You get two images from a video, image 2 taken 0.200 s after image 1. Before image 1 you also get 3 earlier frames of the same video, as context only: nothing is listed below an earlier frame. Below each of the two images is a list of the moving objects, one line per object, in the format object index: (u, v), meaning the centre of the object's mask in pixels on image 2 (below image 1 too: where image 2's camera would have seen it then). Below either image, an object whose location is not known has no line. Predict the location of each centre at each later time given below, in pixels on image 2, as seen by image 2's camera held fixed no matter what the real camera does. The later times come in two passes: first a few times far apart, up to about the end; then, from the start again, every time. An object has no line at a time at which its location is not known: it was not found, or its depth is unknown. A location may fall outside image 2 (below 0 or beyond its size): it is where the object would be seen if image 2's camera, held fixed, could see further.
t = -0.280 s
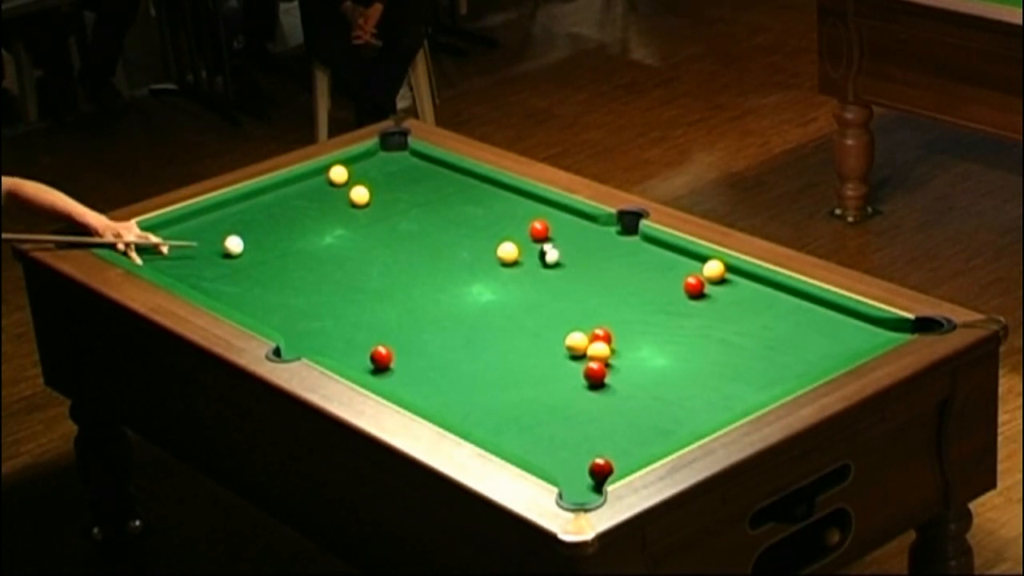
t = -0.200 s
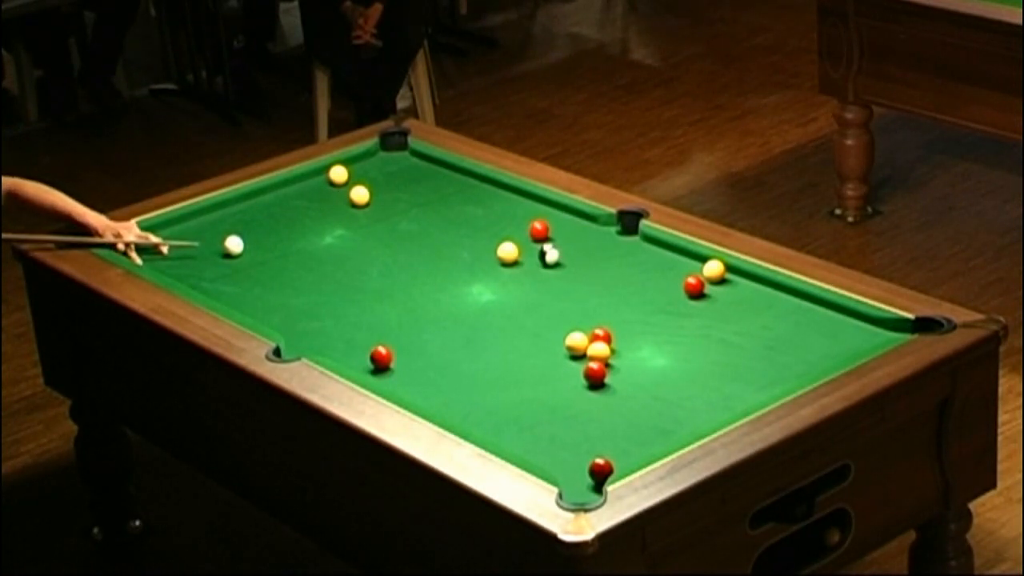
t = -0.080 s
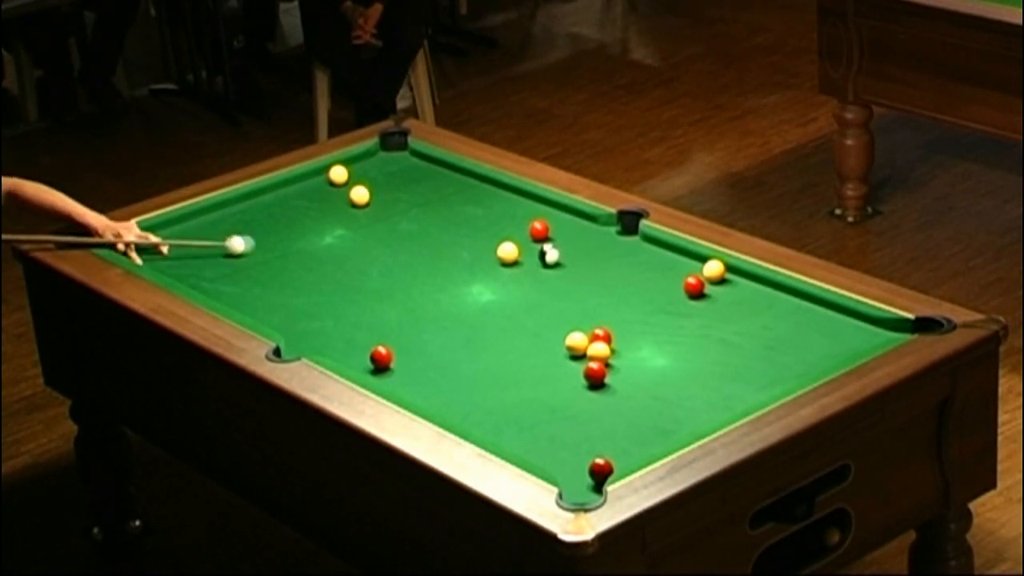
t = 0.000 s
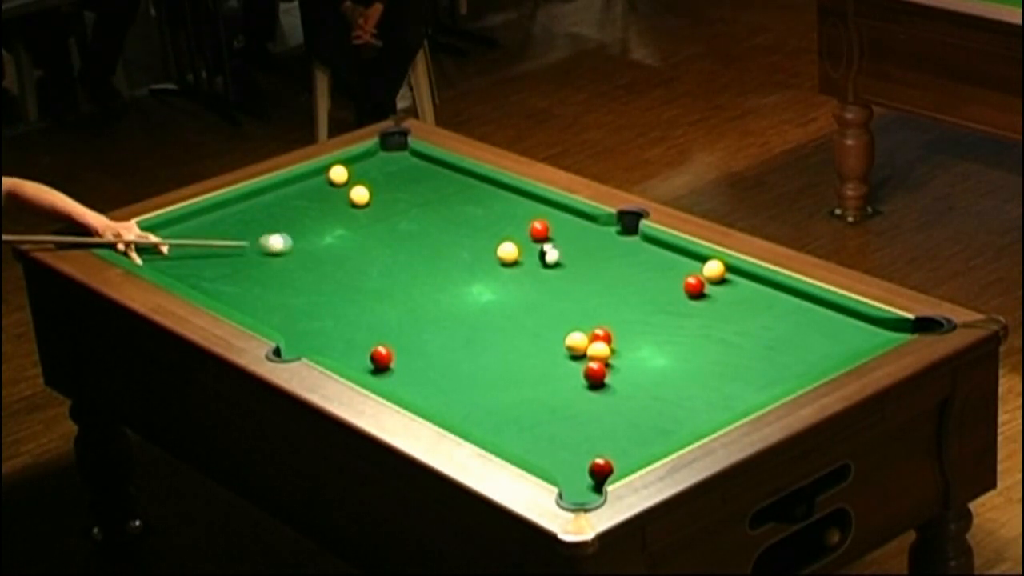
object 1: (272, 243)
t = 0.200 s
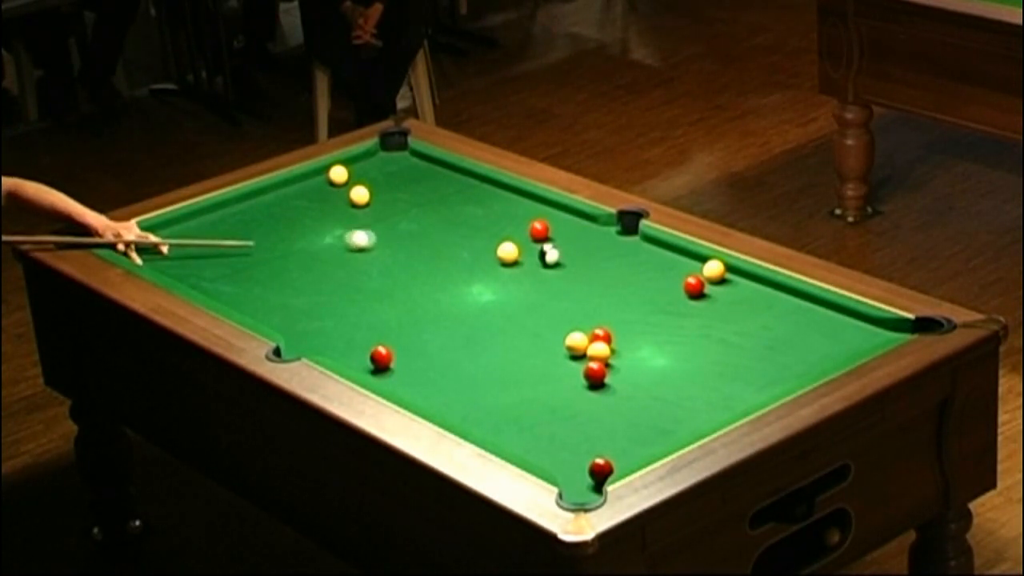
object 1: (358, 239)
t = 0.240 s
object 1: (376, 238)
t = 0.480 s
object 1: (475, 234)
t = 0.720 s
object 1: (522, 234)
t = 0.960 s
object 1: (536, 237)
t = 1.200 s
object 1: (550, 238)
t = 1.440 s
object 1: (562, 242)
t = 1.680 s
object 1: (571, 245)
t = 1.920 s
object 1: (579, 247)
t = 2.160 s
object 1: (585, 248)
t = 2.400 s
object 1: (589, 249)
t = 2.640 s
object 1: (592, 250)
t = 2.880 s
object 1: (593, 251)
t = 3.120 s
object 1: (593, 250)
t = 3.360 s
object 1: (593, 251)
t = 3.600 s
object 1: (593, 251)
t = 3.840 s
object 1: (593, 251)
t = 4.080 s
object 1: (593, 251)
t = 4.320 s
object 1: (593, 251)
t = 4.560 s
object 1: (593, 251)
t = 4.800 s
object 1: (593, 251)
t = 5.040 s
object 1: (593, 251)
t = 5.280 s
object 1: (593, 251)
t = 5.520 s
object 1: (593, 251)
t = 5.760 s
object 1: (593, 251)
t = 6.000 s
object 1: (593, 251)
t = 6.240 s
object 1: (593, 251)
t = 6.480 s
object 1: (593, 251)
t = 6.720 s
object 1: (593, 251)
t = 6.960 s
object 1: (593, 251)
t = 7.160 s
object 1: (593, 251)
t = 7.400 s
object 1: (593, 251)
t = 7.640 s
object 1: (593, 251)
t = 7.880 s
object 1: (593, 251)
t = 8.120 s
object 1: (593, 251)
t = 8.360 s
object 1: (593, 251)
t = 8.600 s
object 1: (593, 251)
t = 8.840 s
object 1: (593, 251)
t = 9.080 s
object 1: (593, 250)
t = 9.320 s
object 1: (593, 251)
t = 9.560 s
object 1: (593, 251)
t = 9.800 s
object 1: (593, 251)
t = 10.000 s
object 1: (593, 251)
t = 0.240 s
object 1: (376, 238)
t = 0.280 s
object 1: (393, 238)
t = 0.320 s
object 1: (409, 237)
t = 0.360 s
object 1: (426, 236)
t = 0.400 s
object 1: (442, 235)
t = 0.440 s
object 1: (459, 235)
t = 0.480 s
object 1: (475, 234)
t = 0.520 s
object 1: (491, 233)
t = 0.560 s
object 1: (507, 232)
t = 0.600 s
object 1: (519, 232)
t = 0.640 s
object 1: (519, 233)
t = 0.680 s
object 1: (520, 234)
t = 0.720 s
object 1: (522, 234)
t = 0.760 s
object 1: (525, 235)
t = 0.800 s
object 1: (527, 235)
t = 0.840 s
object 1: (530, 236)
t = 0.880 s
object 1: (532, 237)
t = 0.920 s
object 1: (534, 237)
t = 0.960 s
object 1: (536, 237)
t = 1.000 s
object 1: (539, 237)
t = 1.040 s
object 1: (541, 238)
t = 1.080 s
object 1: (543, 238)
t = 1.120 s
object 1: (545, 238)
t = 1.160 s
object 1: (548, 238)
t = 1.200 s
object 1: (550, 238)
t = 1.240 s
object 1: (553, 239)
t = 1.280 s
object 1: (555, 240)
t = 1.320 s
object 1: (557, 240)
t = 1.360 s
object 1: (559, 241)
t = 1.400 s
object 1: (560, 241)
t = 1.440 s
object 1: (562, 242)
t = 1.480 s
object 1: (564, 243)
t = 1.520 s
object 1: (565, 243)
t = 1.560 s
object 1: (567, 244)
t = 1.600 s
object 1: (568, 244)
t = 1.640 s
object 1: (570, 245)
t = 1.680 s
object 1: (571, 245)
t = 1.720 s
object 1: (572, 245)
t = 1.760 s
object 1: (574, 245)
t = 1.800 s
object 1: (575, 246)
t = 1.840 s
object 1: (576, 246)
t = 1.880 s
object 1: (578, 246)
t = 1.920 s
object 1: (579, 247)
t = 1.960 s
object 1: (580, 247)
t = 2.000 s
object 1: (581, 247)
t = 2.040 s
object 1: (582, 248)
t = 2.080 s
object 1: (583, 248)
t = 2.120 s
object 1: (584, 248)
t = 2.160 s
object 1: (585, 248)
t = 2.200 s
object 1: (585, 249)
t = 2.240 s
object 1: (586, 249)
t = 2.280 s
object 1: (587, 249)
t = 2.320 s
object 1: (588, 249)
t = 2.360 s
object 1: (589, 249)
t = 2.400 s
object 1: (589, 249)
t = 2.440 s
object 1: (590, 250)
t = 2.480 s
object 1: (590, 250)
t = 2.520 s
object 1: (591, 250)
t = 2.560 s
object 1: (591, 250)
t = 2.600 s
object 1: (592, 250)
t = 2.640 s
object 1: (592, 250)
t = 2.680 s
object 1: (592, 250)
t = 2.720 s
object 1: (592, 250)
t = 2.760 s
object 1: (593, 251)
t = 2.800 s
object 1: (593, 250)
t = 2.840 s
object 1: (593, 251)
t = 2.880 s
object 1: (593, 251)
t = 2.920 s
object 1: (593, 251)
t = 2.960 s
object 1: (593, 251)
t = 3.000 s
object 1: (593, 250)
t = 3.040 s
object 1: (593, 251)
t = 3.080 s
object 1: (593, 251)
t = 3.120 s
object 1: (593, 250)
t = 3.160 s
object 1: (593, 250)
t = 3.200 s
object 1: (593, 250)
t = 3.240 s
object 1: (593, 251)
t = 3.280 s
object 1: (593, 251)
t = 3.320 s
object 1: (593, 251)
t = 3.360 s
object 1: (593, 251)
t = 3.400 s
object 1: (593, 251)
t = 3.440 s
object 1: (593, 251)
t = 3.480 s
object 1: (593, 251)
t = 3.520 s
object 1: (593, 251)
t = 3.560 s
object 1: (593, 251)
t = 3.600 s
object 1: (593, 251)
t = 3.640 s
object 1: (593, 251)
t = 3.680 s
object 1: (593, 251)
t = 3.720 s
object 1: (593, 251)
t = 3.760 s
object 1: (593, 251)
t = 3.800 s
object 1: (593, 251)
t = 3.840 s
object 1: (593, 251)
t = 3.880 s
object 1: (593, 251)
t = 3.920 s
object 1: (593, 251)
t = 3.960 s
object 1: (593, 251)
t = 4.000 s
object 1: (593, 251)
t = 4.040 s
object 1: (593, 251)
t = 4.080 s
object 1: (593, 251)
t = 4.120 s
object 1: (593, 251)
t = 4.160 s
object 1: (593, 251)
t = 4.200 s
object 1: (593, 251)
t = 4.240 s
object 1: (593, 251)
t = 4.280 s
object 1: (593, 251)
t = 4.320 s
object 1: (593, 251)
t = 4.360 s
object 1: (593, 251)
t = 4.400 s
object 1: (593, 251)
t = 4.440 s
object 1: (593, 251)
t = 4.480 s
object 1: (593, 251)
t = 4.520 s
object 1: (593, 251)
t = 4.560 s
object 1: (593, 251)
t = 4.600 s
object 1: (593, 251)
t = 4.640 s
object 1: (593, 251)
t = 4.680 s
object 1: (593, 251)
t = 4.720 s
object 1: (593, 251)
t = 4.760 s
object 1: (593, 251)
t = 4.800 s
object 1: (593, 251)
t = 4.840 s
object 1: (593, 251)
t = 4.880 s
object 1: (593, 251)
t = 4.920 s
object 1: (593, 251)
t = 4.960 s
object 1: (593, 251)
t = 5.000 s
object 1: (593, 251)
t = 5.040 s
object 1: (593, 251)
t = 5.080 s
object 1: (593, 251)
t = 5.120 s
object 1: (593, 251)
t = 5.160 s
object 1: (593, 251)
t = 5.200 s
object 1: (593, 251)
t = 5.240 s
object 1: (593, 251)
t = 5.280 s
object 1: (593, 251)
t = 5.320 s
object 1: (593, 251)
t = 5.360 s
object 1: (593, 251)
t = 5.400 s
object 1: (593, 251)
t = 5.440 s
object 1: (593, 251)
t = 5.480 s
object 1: (593, 251)
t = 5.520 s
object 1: (593, 251)
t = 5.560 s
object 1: (593, 251)
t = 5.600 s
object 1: (593, 251)
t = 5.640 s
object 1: (593, 251)
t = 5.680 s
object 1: (593, 251)
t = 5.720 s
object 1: (593, 251)
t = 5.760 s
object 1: (593, 251)
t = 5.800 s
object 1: (593, 251)
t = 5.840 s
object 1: (593, 251)
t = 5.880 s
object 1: (593, 251)
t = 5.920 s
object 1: (593, 251)
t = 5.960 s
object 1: (593, 251)
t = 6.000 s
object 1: (593, 251)
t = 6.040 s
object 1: (593, 251)
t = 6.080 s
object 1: (593, 251)
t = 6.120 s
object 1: (593, 251)
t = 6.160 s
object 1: (593, 251)
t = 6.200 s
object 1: (593, 251)
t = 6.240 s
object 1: (593, 251)
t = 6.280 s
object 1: (593, 251)
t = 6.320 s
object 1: (593, 251)
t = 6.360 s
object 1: (593, 251)
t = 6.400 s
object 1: (593, 251)
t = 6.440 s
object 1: (593, 251)
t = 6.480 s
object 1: (593, 251)
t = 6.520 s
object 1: (593, 251)
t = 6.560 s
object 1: (593, 251)
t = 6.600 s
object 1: (593, 251)
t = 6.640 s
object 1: (593, 251)
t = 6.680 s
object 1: (593, 251)
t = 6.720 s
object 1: (593, 251)
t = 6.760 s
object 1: (593, 251)
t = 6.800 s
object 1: (593, 251)
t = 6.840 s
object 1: (593, 251)
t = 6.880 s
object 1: (593, 251)
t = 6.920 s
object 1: (593, 251)
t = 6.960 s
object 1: (593, 251)
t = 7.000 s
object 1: (593, 251)
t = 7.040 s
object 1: (593, 251)
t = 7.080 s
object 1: (593, 251)
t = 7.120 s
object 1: (593, 251)
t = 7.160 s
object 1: (593, 251)
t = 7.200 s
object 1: (593, 251)
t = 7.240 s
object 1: (593, 251)
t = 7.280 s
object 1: (593, 251)
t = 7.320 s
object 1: (593, 251)
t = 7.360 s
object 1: (593, 251)
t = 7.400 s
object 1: (593, 251)
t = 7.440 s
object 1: (593, 251)
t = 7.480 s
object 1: (593, 251)
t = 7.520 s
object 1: (593, 251)
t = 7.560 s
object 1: (593, 251)
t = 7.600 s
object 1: (593, 251)
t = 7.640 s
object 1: (593, 251)
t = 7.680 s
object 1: (593, 251)
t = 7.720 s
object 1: (593, 251)
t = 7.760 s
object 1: (593, 251)
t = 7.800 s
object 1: (593, 251)
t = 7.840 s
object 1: (593, 251)
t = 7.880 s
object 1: (593, 251)
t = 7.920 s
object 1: (593, 251)
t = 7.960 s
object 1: (593, 251)
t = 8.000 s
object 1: (593, 251)
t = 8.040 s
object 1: (593, 251)
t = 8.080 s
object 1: (593, 250)
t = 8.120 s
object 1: (593, 251)
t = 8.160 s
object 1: (593, 250)
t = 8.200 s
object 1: (593, 251)
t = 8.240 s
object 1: (593, 251)
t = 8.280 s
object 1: (593, 251)
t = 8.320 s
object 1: (593, 251)
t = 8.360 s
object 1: (593, 251)
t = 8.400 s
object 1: (593, 251)
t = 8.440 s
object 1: (593, 251)
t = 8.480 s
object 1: (593, 251)
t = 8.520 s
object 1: (593, 251)
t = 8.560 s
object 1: (593, 251)
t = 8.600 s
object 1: (593, 251)
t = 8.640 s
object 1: (593, 251)
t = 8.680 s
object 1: (593, 251)
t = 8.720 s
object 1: (593, 251)
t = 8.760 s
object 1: (593, 251)
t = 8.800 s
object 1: (593, 251)
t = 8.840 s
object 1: (593, 251)
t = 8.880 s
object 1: (593, 251)
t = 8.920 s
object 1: (593, 250)
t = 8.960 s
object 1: (593, 250)
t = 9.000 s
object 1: (593, 250)
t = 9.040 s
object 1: (593, 250)
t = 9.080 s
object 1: (593, 250)
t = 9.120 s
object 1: (593, 250)
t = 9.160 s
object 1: (593, 250)
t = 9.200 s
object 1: (593, 250)
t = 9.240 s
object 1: (593, 251)
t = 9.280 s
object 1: (593, 250)
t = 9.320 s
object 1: (593, 251)
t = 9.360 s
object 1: (593, 250)
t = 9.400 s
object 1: (593, 250)
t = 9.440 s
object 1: (593, 250)
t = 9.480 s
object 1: (593, 250)
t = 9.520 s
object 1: (593, 251)
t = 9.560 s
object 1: (593, 251)
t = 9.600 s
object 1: (593, 251)
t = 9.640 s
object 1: (593, 250)
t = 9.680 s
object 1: (593, 250)
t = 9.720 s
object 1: (593, 251)
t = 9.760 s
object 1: (593, 251)
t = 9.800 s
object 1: (593, 251)
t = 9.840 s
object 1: (593, 250)
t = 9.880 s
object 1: (593, 250)
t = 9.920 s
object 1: (593, 251)
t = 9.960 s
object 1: (593, 251)
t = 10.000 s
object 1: (593, 251)
